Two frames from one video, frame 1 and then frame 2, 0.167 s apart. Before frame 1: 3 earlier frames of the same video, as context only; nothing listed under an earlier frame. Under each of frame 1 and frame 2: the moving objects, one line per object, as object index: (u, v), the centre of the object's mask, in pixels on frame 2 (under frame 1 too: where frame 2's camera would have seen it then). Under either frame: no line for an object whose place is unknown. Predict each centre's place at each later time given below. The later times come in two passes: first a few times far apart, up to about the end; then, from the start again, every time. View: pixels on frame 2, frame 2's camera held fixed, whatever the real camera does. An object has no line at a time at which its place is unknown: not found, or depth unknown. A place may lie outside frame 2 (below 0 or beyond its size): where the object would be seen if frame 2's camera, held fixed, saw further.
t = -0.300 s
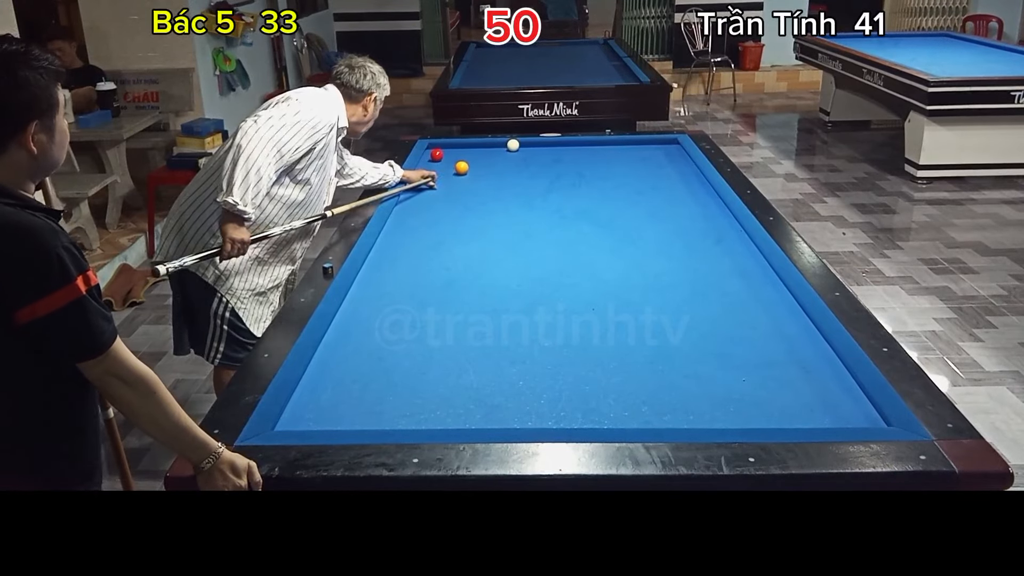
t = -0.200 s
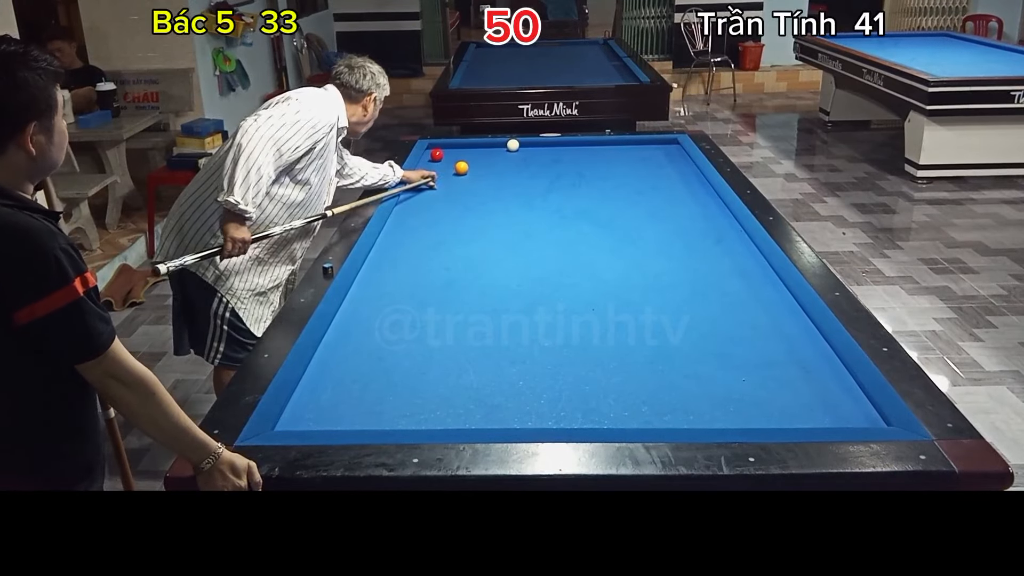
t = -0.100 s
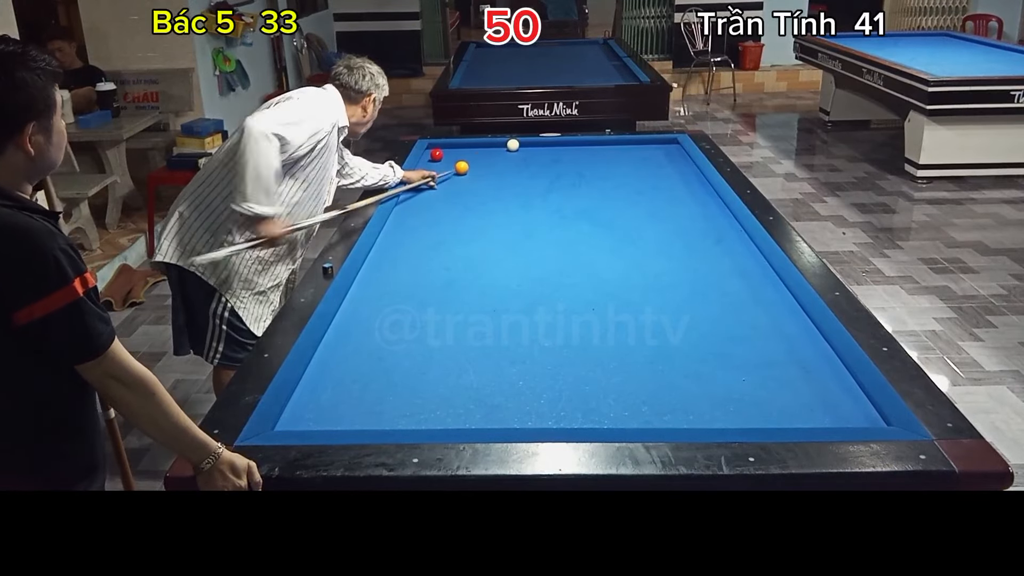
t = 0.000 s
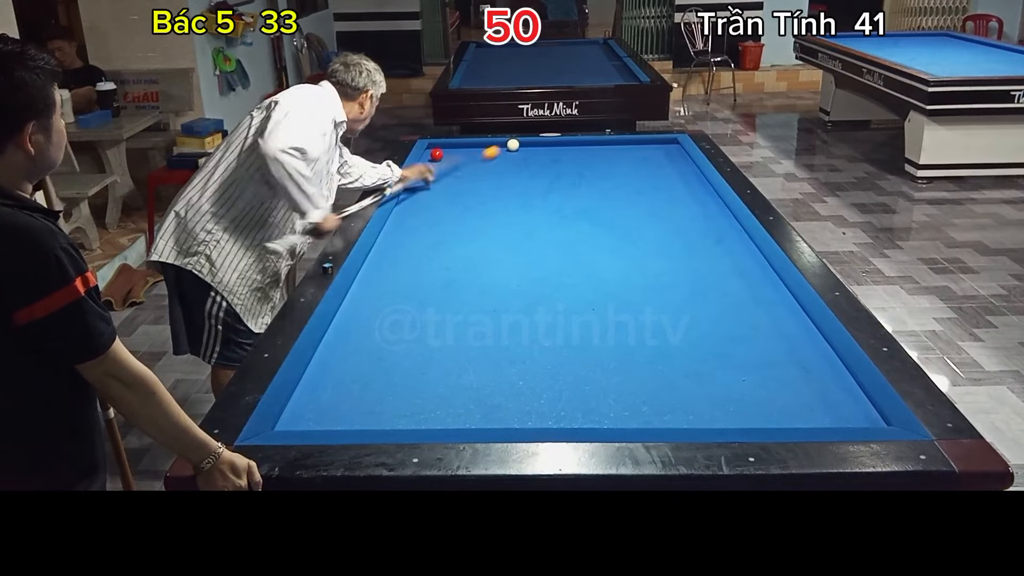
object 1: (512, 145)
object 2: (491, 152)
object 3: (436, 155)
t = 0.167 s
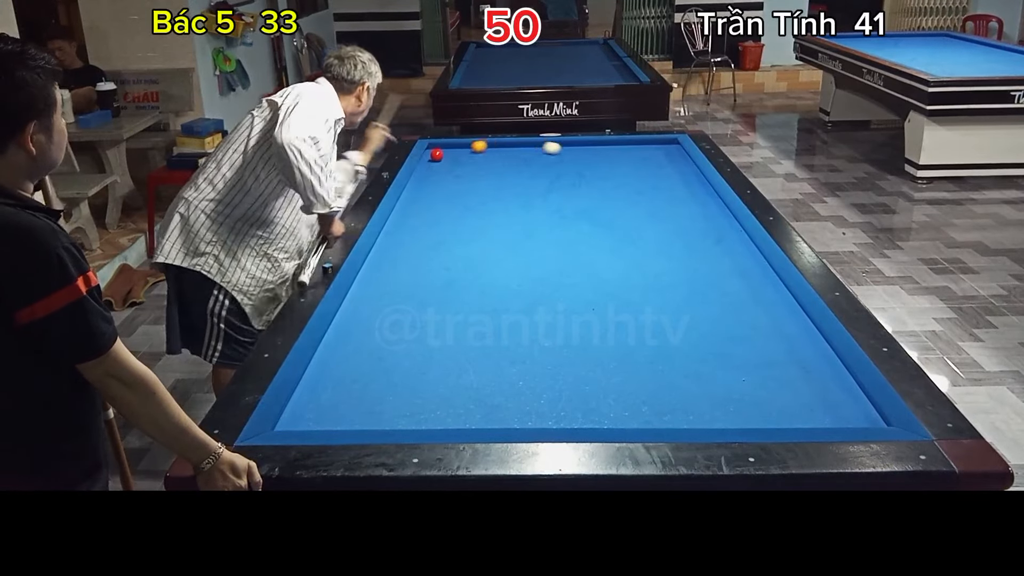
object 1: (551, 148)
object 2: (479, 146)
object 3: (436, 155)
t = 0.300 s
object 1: (585, 153)
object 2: (452, 151)
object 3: (436, 155)
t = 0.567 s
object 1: (653, 164)
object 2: (429, 151)
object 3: (436, 160)
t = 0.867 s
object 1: (674, 181)
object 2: (442, 155)
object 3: (453, 165)
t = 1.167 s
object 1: (638, 202)
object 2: (454, 158)
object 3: (470, 170)
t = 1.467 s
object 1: (596, 227)
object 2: (465, 161)
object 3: (487, 175)
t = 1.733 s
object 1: (552, 254)
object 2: (475, 163)
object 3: (503, 180)
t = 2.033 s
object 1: (494, 288)
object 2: (485, 166)
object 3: (520, 185)
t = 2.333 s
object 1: (424, 331)
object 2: (496, 169)
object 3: (538, 190)
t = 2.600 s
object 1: (346, 378)
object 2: (505, 171)
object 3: (554, 195)
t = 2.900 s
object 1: (312, 419)
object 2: (514, 173)
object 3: (573, 199)
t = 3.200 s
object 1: (342, 395)
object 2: (523, 176)
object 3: (591, 204)
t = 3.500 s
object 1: (367, 372)
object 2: (532, 178)
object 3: (608, 209)
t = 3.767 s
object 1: (386, 355)
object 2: (540, 180)
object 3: (624, 213)
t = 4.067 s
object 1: (406, 337)
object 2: (547, 181)
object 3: (641, 218)
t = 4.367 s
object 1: (423, 322)
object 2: (554, 183)
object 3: (657, 222)
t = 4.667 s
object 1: (439, 309)
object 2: (560, 185)
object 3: (674, 226)
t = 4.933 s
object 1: (451, 298)
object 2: (565, 186)
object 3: (687, 230)
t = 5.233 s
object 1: (463, 287)
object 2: (569, 187)
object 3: (702, 234)
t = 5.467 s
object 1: (472, 280)
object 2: (572, 188)
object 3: (712, 237)
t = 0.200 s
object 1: (560, 149)
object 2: (472, 147)
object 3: (436, 155)
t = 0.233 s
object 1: (569, 151)
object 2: (465, 148)
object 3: (436, 155)
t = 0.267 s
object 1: (577, 152)
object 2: (459, 149)
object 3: (436, 155)
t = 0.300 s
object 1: (585, 153)
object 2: (452, 151)
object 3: (436, 155)
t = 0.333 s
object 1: (594, 155)
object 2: (446, 152)
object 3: (435, 155)
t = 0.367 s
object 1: (602, 156)
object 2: (444, 152)
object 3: (430, 156)
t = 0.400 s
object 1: (610, 157)
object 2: (441, 152)
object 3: (426, 158)
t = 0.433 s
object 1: (618, 159)
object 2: (439, 152)
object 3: (428, 158)
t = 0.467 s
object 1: (627, 160)
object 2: (437, 151)
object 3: (429, 159)
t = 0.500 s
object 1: (636, 161)
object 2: (433, 150)
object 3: (431, 159)
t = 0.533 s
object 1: (644, 163)
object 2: (430, 151)
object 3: (434, 160)
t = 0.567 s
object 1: (653, 164)
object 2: (429, 151)
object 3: (436, 160)
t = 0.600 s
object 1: (662, 166)
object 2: (431, 152)
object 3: (437, 161)
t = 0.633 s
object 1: (671, 167)
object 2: (432, 152)
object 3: (439, 162)
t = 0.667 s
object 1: (680, 168)
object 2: (434, 153)
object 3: (441, 162)
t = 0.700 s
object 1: (690, 170)
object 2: (435, 153)
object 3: (443, 163)
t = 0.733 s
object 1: (692, 172)
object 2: (436, 154)
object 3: (445, 163)
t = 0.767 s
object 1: (686, 174)
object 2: (438, 154)
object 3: (447, 164)
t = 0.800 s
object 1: (682, 176)
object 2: (439, 155)
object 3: (449, 164)
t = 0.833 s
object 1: (678, 179)
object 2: (440, 155)
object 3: (451, 165)
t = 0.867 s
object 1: (674, 181)
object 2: (442, 155)
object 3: (453, 165)
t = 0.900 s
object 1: (670, 183)
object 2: (443, 156)
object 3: (454, 166)
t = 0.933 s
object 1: (666, 185)
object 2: (445, 156)
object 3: (456, 166)
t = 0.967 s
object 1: (662, 187)
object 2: (446, 156)
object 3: (458, 167)
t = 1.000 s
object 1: (659, 190)
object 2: (447, 157)
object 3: (460, 168)
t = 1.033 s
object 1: (655, 192)
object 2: (448, 157)
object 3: (462, 168)
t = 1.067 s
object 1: (650, 195)
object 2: (450, 157)
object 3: (464, 169)
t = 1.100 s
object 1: (646, 197)
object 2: (451, 158)
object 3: (466, 169)
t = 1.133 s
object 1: (642, 200)
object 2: (452, 158)
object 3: (468, 170)
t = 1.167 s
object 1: (638, 202)
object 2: (454, 158)
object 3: (470, 170)
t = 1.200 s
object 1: (633, 205)
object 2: (455, 159)
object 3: (472, 171)
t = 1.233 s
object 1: (629, 208)
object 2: (456, 159)
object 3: (474, 172)
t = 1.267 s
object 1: (624, 210)
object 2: (457, 159)
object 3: (475, 172)
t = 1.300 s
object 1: (620, 213)
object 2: (459, 160)
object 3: (477, 173)
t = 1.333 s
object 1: (615, 216)
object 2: (460, 160)
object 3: (479, 173)
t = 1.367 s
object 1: (610, 219)
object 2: (461, 160)
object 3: (481, 174)
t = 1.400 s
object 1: (605, 221)
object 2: (462, 160)
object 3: (483, 174)
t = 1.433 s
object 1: (601, 224)
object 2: (463, 161)
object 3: (485, 175)
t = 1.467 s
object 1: (596, 227)
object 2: (465, 161)
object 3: (487, 175)
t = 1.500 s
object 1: (590, 230)
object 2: (466, 161)
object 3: (489, 176)
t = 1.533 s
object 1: (585, 233)
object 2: (467, 162)
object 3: (491, 177)
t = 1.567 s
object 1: (580, 237)
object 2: (468, 162)
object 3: (493, 177)
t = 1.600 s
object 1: (575, 240)
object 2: (470, 162)
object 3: (495, 178)
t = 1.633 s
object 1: (569, 243)
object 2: (471, 163)
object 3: (497, 178)
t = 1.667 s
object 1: (564, 247)
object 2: (472, 163)
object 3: (499, 179)
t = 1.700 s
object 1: (558, 250)
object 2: (473, 163)
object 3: (501, 179)
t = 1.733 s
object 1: (552, 254)
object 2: (475, 163)
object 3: (503, 180)
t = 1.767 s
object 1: (546, 257)
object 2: (476, 164)
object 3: (505, 180)
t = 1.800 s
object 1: (540, 261)
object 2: (477, 164)
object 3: (507, 181)
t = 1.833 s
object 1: (534, 264)
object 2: (478, 164)
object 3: (508, 182)
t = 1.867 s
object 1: (528, 268)
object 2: (479, 165)
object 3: (510, 182)
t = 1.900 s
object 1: (521, 272)
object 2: (480, 165)
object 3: (512, 183)
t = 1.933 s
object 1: (515, 276)
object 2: (482, 165)
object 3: (514, 183)
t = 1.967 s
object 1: (508, 280)
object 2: (483, 166)
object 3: (516, 184)
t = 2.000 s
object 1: (501, 284)
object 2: (484, 166)
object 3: (518, 185)
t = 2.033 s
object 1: (494, 288)
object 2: (485, 166)
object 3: (520, 185)
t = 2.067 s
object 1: (487, 293)
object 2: (487, 166)
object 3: (522, 185)
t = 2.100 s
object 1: (480, 297)
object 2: (488, 167)
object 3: (524, 186)
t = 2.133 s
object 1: (472, 302)
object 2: (489, 167)
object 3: (526, 187)
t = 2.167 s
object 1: (465, 307)
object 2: (490, 167)
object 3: (528, 187)
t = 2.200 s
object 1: (457, 311)
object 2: (491, 168)
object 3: (530, 188)
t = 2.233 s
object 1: (449, 316)
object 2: (492, 168)
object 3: (532, 188)
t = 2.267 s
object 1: (441, 321)
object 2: (494, 168)
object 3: (534, 189)
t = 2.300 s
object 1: (432, 326)
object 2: (495, 169)
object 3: (536, 189)
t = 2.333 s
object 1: (424, 331)
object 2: (496, 169)
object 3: (538, 190)
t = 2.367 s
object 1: (415, 336)
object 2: (497, 169)
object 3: (540, 190)
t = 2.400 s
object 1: (406, 341)
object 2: (498, 169)
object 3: (542, 191)
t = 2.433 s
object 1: (396, 348)
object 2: (499, 170)
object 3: (544, 192)
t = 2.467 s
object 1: (387, 354)
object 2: (500, 170)
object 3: (546, 192)
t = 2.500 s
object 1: (377, 360)
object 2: (501, 170)
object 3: (548, 193)
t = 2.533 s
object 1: (367, 366)
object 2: (502, 171)
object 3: (550, 193)
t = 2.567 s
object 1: (356, 372)
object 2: (504, 171)
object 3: (552, 194)
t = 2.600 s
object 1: (346, 378)
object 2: (505, 171)
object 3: (554, 195)
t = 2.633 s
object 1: (335, 385)
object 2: (506, 171)
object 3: (556, 195)
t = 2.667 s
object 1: (323, 392)
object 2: (507, 172)
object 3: (559, 196)
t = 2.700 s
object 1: (312, 398)
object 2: (508, 172)
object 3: (560, 196)
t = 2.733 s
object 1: (300, 406)
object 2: (509, 172)
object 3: (562, 197)
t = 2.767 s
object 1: (300, 412)
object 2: (510, 172)
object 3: (564, 197)
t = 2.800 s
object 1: (303, 416)
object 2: (511, 173)
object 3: (566, 198)
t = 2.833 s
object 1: (306, 419)
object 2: (512, 173)
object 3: (568, 198)
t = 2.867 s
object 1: (309, 421)
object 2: (513, 173)
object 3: (571, 199)
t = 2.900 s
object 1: (312, 419)
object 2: (514, 173)
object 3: (573, 199)
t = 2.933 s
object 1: (316, 417)
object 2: (515, 174)
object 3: (575, 200)
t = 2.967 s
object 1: (319, 415)
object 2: (516, 174)
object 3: (577, 200)
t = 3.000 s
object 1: (323, 411)
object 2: (517, 174)
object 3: (579, 201)
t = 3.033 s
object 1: (326, 409)
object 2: (518, 174)
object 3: (581, 201)
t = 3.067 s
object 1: (329, 406)
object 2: (519, 175)
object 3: (582, 202)
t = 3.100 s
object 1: (333, 403)
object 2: (520, 175)
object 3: (585, 202)
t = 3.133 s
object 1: (336, 400)
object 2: (521, 175)
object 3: (587, 203)
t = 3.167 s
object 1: (339, 398)
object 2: (522, 175)
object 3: (589, 203)
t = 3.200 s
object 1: (342, 395)
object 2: (523, 176)
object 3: (591, 204)
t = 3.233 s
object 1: (345, 392)
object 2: (524, 176)
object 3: (593, 204)
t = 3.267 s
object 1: (348, 390)
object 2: (525, 176)
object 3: (595, 205)
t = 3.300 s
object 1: (351, 387)
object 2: (526, 176)
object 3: (596, 205)
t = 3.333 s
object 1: (353, 385)
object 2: (527, 177)
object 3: (598, 206)
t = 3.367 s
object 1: (356, 382)
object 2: (528, 177)
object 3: (601, 207)
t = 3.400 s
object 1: (359, 380)
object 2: (529, 177)
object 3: (602, 207)
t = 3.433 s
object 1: (361, 377)
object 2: (530, 177)
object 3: (604, 208)
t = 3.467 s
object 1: (364, 375)
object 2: (531, 178)
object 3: (606, 208)
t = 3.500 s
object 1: (367, 372)
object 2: (532, 178)
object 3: (608, 209)
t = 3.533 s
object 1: (370, 370)
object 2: (533, 178)
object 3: (610, 209)
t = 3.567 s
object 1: (372, 368)
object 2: (534, 178)
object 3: (612, 210)
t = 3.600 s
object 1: (375, 365)
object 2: (535, 179)
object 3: (614, 210)
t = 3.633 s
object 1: (377, 363)
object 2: (536, 179)
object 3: (616, 211)
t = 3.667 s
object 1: (380, 361)
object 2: (537, 179)
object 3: (618, 211)
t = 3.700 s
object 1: (382, 359)
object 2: (538, 179)
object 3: (620, 212)
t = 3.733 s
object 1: (384, 357)
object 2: (539, 179)
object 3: (622, 212)
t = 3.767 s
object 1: (386, 355)
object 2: (540, 180)
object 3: (624, 213)
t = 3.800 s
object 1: (389, 353)
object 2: (540, 180)
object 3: (626, 214)
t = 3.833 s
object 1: (391, 351)
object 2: (541, 180)
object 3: (627, 214)
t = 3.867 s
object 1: (393, 349)
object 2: (542, 180)
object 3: (629, 214)
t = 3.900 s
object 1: (395, 346)
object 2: (543, 180)
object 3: (631, 215)
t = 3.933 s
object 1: (398, 344)
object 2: (544, 181)
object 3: (633, 216)
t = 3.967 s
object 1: (400, 343)
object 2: (545, 181)
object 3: (635, 216)
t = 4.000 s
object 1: (402, 341)
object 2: (545, 181)
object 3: (637, 217)
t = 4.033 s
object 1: (404, 339)
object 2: (546, 181)
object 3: (639, 217)
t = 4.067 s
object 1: (406, 337)
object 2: (547, 181)
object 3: (641, 218)
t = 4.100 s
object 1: (408, 335)
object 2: (548, 182)
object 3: (643, 218)
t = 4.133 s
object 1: (410, 334)
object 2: (549, 182)
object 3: (645, 219)
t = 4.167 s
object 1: (412, 332)
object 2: (550, 182)
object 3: (646, 219)
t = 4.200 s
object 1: (414, 330)
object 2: (550, 182)
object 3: (648, 220)
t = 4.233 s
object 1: (416, 328)
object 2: (551, 182)
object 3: (650, 220)
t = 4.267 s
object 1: (418, 327)
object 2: (552, 183)
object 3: (652, 221)
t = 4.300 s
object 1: (420, 325)
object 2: (553, 183)
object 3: (654, 221)
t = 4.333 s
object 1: (421, 323)
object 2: (553, 183)
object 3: (656, 221)
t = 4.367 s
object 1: (423, 322)
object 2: (554, 183)
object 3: (657, 222)
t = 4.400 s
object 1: (425, 320)
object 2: (555, 183)
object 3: (659, 222)
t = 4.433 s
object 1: (427, 319)
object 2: (555, 183)
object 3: (661, 223)
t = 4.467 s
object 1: (429, 317)
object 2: (556, 184)
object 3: (663, 223)
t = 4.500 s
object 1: (430, 316)
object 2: (557, 184)
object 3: (665, 224)
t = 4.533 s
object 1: (432, 314)
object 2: (558, 184)
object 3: (667, 224)
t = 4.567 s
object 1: (434, 313)
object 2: (558, 184)
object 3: (668, 225)
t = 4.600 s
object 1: (435, 311)
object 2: (559, 185)
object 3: (670, 225)
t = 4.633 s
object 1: (437, 310)
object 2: (560, 185)
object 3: (672, 226)
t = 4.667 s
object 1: (439, 309)
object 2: (560, 185)
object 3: (674, 226)
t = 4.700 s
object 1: (440, 307)
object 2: (561, 185)
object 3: (675, 227)
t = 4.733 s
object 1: (442, 306)
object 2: (561, 185)
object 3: (677, 227)
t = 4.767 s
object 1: (443, 304)
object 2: (562, 185)
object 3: (679, 228)
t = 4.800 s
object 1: (445, 303)
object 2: (563, 185)
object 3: (680, 228)
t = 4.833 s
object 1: (446, 302)
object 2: (563, 186)
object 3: (682, 229)
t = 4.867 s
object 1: (448, 300)
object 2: (564, 186)
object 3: (684, 229)
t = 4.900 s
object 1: (449, 299)
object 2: (564, 186)
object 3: (686, 230)
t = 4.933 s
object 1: (451, 298)
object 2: (565, 186)
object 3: (687, 230)
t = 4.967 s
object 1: (452, 297)
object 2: (565, 186)
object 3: (689, 231)
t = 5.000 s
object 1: (454, 296)
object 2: (566, 186)
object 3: (691, 231)
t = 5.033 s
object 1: (455, 294)
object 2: (566, 186)
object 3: (692, 232)
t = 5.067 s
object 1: (457, 293)
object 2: (566, 187)
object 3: (694, 232)
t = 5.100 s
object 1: (458, 292)
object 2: (567, 187)
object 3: (695, 232)
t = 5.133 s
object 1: (459, 291)
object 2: (568, 187)
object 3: (697, 233)
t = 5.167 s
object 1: (461, 290)
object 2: (568, 187)
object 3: (699, 233)
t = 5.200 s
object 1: (462, 288)
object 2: (569, 187)
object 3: (700, 234)
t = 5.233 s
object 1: (463, 287)
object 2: (569, 187)
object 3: (702, 234)
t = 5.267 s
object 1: (465, 286)
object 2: (569, 187)
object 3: (703, 235)
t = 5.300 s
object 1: (466, 285)
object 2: (570, 187)
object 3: (705, 235)
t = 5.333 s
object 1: (467, 284)
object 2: (570, 187)
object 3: (706, 236)
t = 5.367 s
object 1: (469, 283)
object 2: (571, 188)
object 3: (708, 236)
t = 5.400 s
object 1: (470, 282)
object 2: (571, 188)
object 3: (709, 236)
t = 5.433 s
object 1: (471, 281)
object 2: (572, 188)
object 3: (711, 237)
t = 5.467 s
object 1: (472, 280)
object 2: (572, 188)
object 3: (712, 237)
